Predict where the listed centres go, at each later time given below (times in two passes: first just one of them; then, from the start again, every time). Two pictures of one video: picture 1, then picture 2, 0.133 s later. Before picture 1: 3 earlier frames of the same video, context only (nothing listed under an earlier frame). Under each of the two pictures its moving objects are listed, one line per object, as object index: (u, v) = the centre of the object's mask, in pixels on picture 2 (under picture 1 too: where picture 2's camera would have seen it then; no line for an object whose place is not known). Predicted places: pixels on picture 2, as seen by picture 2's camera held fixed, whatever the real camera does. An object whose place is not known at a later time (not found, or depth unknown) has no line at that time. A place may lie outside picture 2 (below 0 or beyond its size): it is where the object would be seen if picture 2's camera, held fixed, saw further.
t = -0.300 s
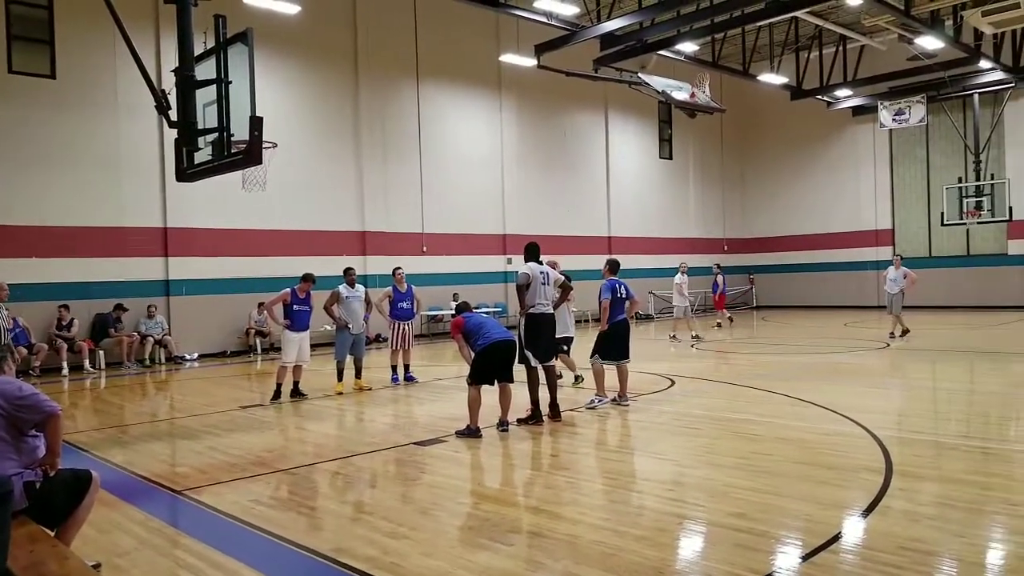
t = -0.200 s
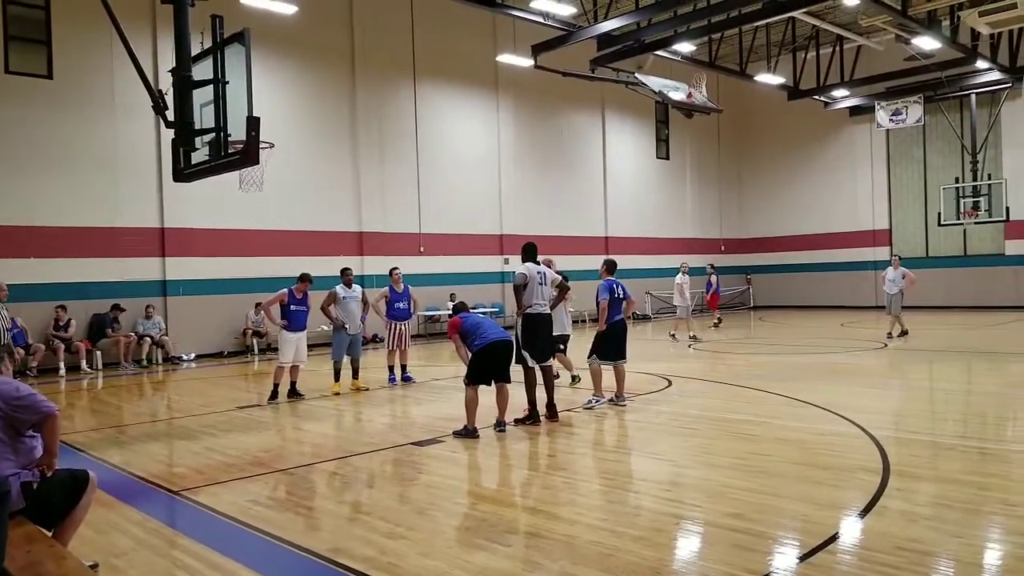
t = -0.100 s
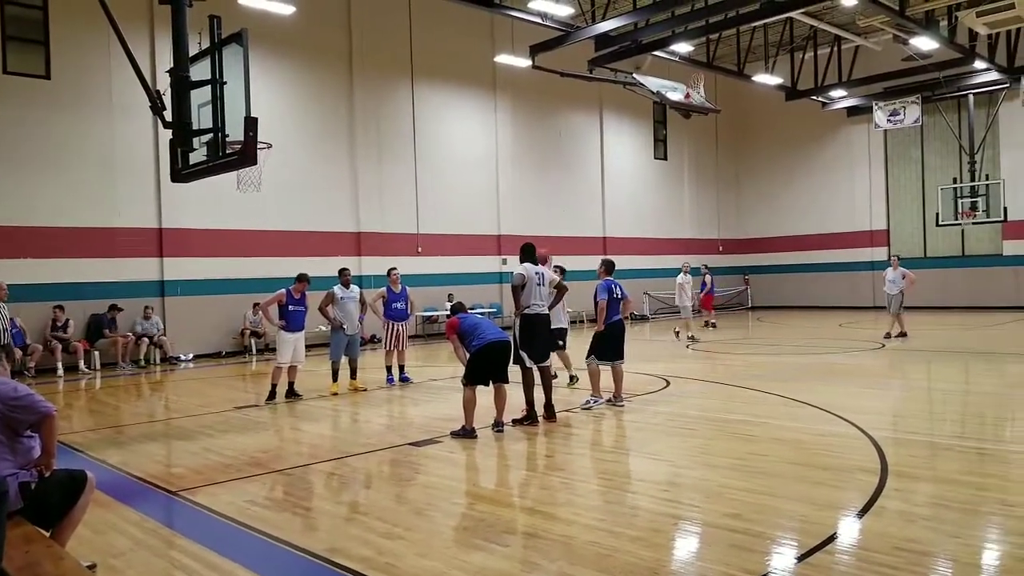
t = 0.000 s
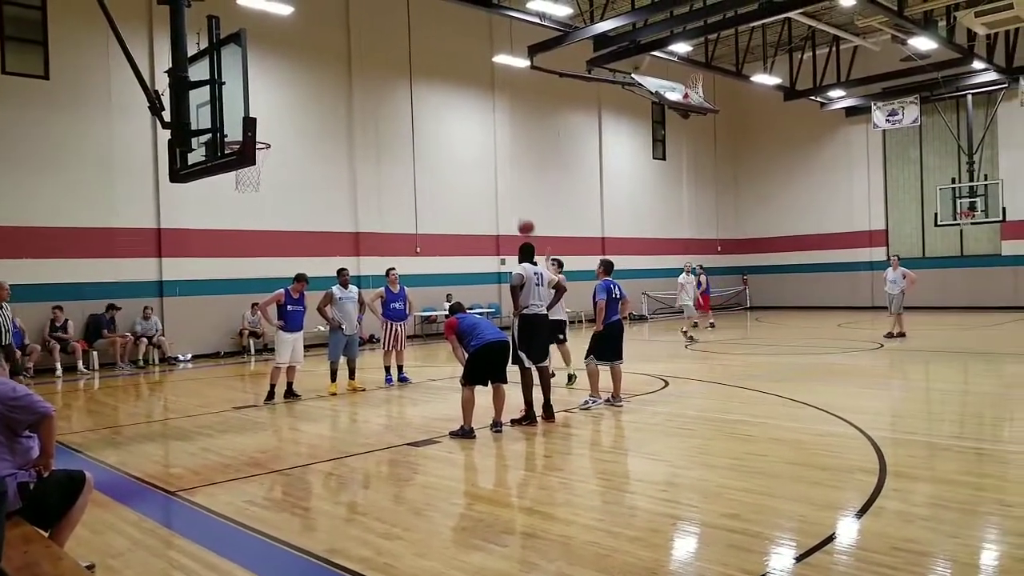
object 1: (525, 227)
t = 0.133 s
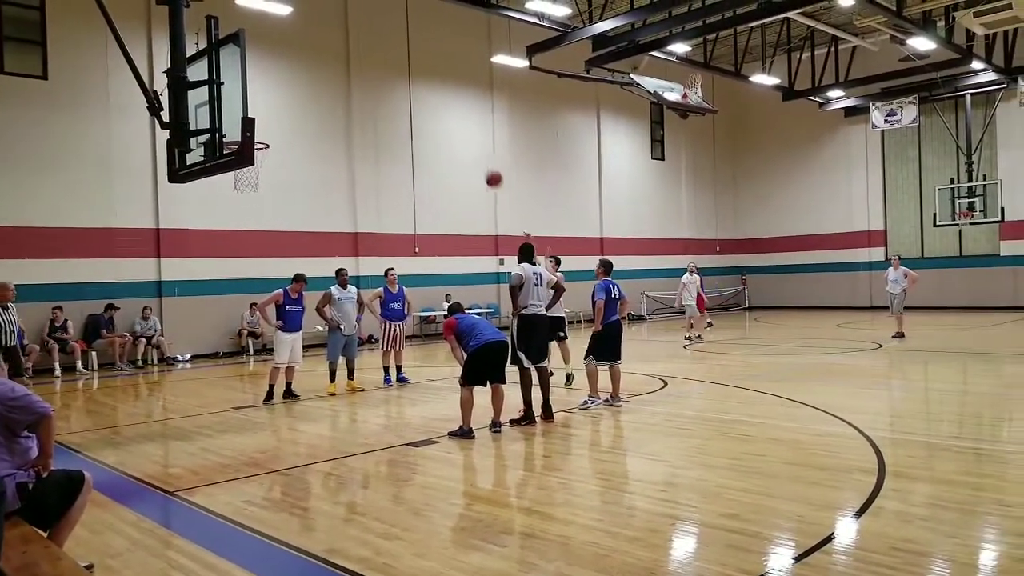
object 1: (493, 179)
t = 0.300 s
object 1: (451, 130)
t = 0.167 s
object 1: (485, 168)
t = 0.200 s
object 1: (477, 158)
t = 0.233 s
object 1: (469, 148)
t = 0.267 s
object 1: (460, 139)
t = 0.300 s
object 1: (451, 130)
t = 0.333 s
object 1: (443, 122)
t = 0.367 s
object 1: (434, 116)
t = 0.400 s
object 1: (425, 110)
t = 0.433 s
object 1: (416, 104)
